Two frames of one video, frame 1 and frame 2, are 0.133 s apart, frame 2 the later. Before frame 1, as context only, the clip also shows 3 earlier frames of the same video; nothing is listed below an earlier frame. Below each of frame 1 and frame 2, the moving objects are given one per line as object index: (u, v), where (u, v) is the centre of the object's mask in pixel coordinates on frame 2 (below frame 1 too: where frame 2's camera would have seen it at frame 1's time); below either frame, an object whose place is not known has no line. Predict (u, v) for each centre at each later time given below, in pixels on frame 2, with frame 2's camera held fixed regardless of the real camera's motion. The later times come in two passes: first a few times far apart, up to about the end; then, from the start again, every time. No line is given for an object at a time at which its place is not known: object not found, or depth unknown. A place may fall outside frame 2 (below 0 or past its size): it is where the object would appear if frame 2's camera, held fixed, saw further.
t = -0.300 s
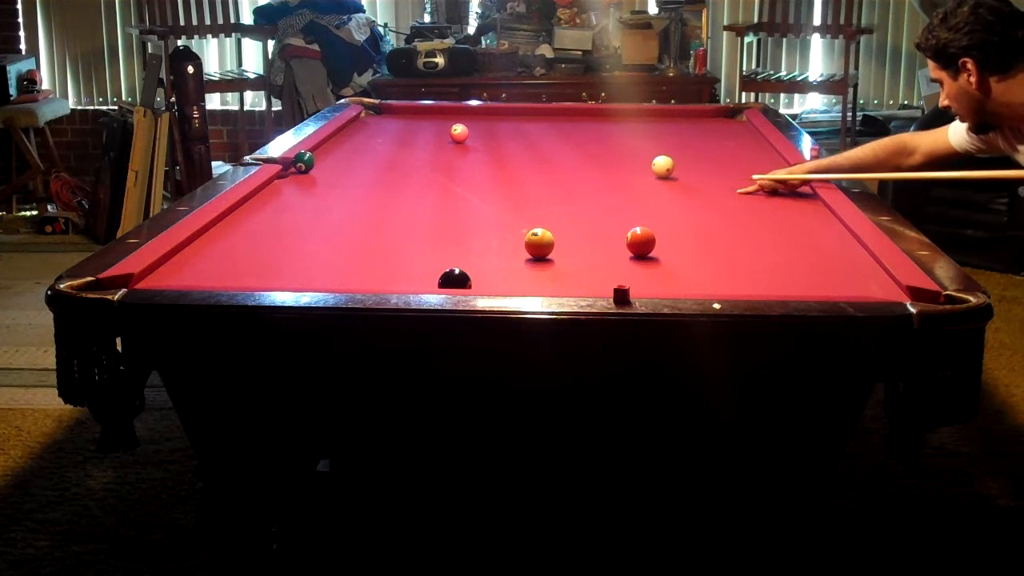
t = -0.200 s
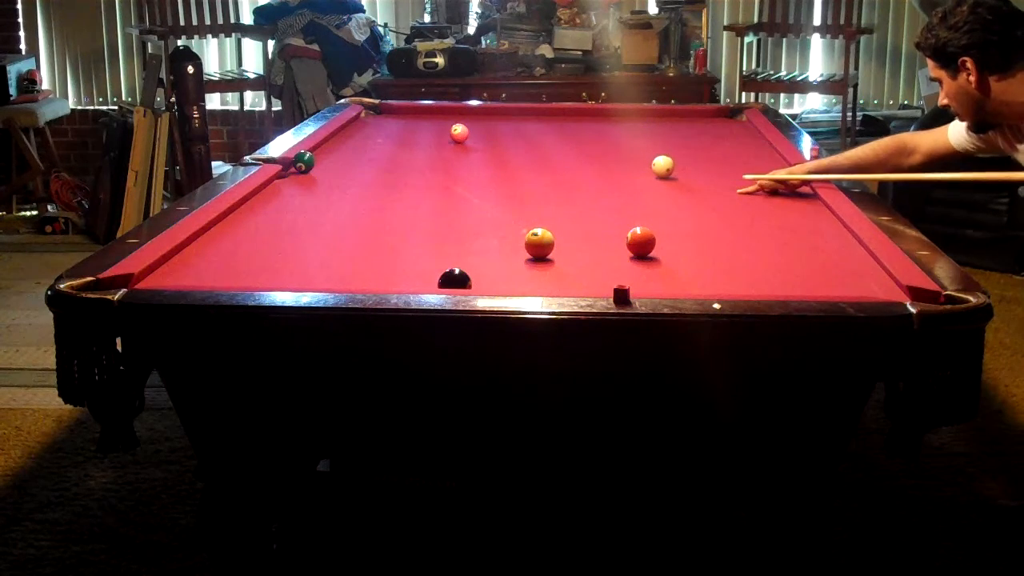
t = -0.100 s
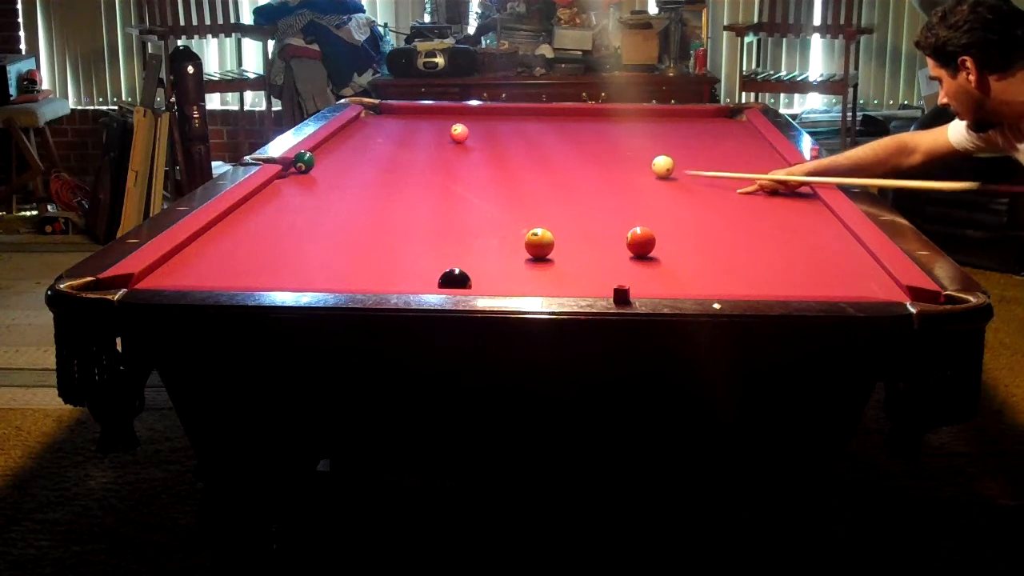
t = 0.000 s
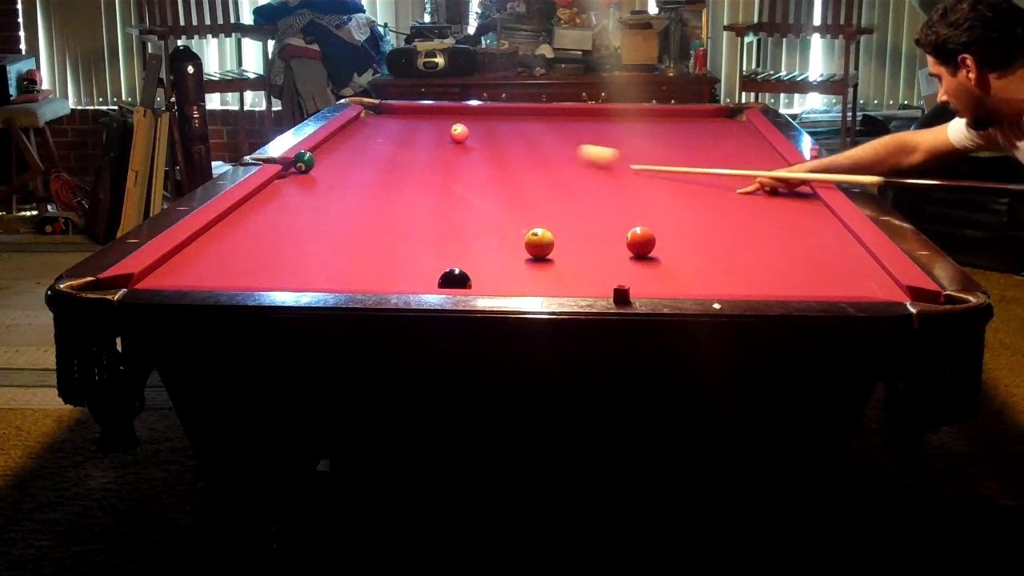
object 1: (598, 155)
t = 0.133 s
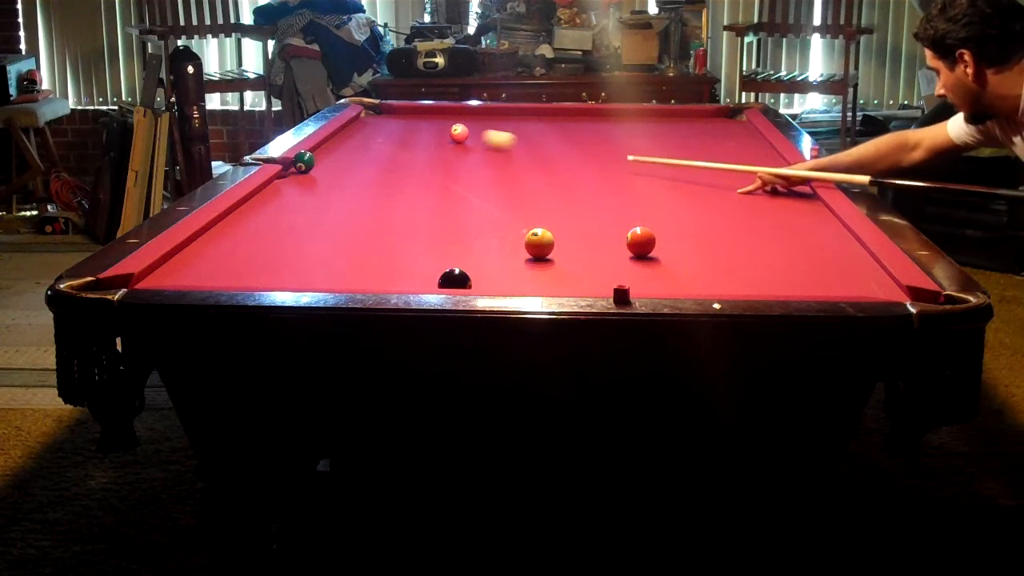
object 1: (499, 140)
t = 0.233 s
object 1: (459, 136)
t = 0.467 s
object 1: (431, 138)
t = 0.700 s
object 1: (404, 141)
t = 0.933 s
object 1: (378, 144)
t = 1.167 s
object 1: (352, 146)
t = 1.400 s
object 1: (328, 149)
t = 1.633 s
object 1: (323, 152)
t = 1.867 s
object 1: (331, 155)
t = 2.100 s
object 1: (338, 158)
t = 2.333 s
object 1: (346, 160)
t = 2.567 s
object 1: (352, 163)
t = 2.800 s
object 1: (358, 165)
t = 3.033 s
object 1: (365, 167)
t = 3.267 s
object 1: (370, 169)
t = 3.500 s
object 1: (375, 171)
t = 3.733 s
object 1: (379, 172)
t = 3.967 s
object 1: (383, 173)
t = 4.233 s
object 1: (387, 174)
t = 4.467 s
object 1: (389, 175)
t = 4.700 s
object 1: (391, 175)
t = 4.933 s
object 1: (391, 175)
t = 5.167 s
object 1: (390, 175)
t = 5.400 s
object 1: (390, 175)
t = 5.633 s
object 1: (390, 174)
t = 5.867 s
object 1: (390, 175)
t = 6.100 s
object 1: (390, 175)
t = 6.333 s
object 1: (390, 175)
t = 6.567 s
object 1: (390, 175)
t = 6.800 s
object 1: (390, 175)
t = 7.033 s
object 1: (390, 175)
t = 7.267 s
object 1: (390, 175)
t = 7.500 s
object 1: (390, 175)
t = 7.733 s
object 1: (390, 175)
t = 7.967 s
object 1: (390, 175)
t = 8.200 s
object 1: (390, 175)
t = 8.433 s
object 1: (390, 175)
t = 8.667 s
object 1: (390, 175)
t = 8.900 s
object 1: (390, 175)
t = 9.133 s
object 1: (390, 175)
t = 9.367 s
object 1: (390, 175)
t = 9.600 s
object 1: (390, 175)
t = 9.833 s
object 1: (390, 175)
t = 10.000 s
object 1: (390, 175)
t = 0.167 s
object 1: (479, 136)
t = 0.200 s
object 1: (464, 135)
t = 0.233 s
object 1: (459, 136)
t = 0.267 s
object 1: (455, 136)
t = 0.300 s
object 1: (451, 137)
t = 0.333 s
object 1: (447, 137)
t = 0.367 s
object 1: (443, 137)
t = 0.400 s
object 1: (439, 138)
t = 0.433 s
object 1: (435, 138)
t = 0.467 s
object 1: (431, 138)
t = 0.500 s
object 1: (427, 139)
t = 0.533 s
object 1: (423, 139)
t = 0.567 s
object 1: (419, 140)
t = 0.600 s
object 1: (416, 140)
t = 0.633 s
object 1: (412, 140)
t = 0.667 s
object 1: (407, 141)
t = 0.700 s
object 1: (404, 141)
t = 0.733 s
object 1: (400, 141)
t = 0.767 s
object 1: (396, 142)
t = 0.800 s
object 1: (393, 142)
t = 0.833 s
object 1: (389, 143)
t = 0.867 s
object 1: (385, 143)
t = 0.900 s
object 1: (381, 143)
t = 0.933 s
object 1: (378, 144)
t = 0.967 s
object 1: (374, 144)
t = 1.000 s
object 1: (370, 145)
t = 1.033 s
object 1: (367, 145)
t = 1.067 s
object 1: (363, 145)
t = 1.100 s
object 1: (359, 146)
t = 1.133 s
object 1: (356, 146)
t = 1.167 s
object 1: (352, 146)
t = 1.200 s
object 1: (349, 147)
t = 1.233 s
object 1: (345, 147)
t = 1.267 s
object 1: (342, 148)
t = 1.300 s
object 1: (338, 148)
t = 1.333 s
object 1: (335, 148)
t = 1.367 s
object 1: (331, 149)
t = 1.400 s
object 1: (328, 149)
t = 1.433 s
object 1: (324, 149)
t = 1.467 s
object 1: (321, 150)
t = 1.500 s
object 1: (320, 150)
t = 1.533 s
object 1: (321, 150)
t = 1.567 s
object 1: (321, 151)
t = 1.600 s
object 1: (322, 152)
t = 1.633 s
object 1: (323, 152)
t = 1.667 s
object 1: (325, 153)
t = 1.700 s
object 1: (325, 153)
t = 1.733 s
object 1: (326, 153)
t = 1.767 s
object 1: (328, 154)
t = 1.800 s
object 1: (329, 154)
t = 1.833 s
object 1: (330, 154)
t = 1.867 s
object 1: (331, 155)
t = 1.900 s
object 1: (332, 155)
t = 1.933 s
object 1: (333, 156)
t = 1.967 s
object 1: (335, 156)
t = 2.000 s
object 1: (335, 157)
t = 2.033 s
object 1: (336, 157)
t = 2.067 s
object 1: (337, 158)
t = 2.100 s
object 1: (338, 158)
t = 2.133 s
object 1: (339, 158)
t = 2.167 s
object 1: (340, 159)
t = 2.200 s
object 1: (341, 159)
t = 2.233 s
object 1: (342, 159)
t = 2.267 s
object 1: (344, 160)
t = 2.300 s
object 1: (345, 160)
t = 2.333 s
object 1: (346, 160)
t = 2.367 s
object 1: (346, 161)
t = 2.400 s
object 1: (347, 161)
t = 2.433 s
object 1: (348, 162)
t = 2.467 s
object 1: (350, 162)
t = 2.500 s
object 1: (350, 162)
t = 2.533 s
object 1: (351, 163)
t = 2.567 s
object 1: (352, 163)
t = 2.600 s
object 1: (353, 163)
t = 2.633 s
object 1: (354, 164)
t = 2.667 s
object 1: (355, 164)
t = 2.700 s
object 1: (356, 164)
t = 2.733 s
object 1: (357, 165)
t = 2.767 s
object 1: (358, 165)
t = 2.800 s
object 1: (358, 165)
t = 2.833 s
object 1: (359, 166)
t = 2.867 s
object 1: (360, 166)
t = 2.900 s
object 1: (361, 166)
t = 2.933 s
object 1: (362, 166)
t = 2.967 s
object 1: (363, 167)
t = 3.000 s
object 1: (364, 167)
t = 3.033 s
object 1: (365, 167)
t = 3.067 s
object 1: (366, 168)
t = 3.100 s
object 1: (366, 168)
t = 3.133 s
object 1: (367, 168)
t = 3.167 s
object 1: (368, 168)
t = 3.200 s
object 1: (369, 169)
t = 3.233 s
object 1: (370, 169)
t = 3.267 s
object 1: (370, 169)
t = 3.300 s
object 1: (371, 169)
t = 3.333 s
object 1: (372, 170)
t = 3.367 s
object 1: (373, 170)
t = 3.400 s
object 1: (373, 170)
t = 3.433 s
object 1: (374, 170)
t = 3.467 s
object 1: (374, 170)
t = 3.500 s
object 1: (375, 171)
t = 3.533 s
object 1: (376, 171)
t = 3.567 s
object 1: (376, 171)
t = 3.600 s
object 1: (377, 171)
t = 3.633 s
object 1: (378, 172)
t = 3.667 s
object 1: (379, 172)
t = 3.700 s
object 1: (379, 172)
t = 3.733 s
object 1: (379, 172)
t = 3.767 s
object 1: (380, 172)
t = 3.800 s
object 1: (381, 172)
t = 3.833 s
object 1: (381, 173)
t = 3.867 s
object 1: (382, 173)
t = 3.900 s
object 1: (382, 173)
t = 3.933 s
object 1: (383, 173)
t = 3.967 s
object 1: (383, 173)
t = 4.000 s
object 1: (384, 173)
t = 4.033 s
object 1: (384, 173)
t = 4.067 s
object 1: (385, 173)
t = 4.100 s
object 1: (385, 174)
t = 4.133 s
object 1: (386, 174)
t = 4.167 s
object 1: (386, 174)
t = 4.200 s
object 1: (387, 174)
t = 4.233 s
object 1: (387, 174)
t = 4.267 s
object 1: (387, 174)
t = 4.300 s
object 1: (388, 174)
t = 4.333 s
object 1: (388, 174)
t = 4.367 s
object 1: (389, 174)
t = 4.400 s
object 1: (389, 174)
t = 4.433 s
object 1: (389, 174)
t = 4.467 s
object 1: (389, 175)
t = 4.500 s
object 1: (390, 175)
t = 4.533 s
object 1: (390, 175)
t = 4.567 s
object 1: (390, 175)
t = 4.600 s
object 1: (390, 175)
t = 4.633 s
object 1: (390, 175)
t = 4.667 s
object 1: (390, 175)
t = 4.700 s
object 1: (391, 175)
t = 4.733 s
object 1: (391, 175)
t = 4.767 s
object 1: (391, 175)
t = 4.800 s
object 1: (391, 175)
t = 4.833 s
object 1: (391, 175)
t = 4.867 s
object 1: (391, 175)
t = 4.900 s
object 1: (391, 175)
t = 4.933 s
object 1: (391, 175)
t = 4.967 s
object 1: (390, 175)
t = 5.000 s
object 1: (390, 175)
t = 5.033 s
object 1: (390, 175)
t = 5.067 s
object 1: (390, 175)
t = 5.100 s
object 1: (390, 175)
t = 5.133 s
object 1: (390, 175)
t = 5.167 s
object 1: (390, 175)
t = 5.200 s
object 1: (390, 175)
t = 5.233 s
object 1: (390, 175)
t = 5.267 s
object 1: (390, 175)
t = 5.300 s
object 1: (390, 175)
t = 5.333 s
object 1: (390, 175)
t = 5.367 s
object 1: (390, 175)
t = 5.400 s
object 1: (390, 175)
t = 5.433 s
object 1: (390, 175)
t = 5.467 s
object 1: (390, 175)
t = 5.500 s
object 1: (390, 175)
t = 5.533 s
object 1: (390, 175)
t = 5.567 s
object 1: (390, 175)
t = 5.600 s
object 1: (390, 175)
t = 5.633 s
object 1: (390, 174)
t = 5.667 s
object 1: (390, 174)
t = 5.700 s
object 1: (390, 174)
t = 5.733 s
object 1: (390, 175)
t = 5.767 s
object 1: (390, 175)
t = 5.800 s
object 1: (390, 175)
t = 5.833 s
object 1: (390, 174)
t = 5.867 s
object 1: (390, 175)
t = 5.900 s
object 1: (390, 175)
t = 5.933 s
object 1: (390, 175)
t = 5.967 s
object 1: (390, 175)
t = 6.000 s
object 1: (390, 175)
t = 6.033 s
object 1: (390, 175)
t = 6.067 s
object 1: (390, 175)
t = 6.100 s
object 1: (390, 175)
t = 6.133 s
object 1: (390, 175)
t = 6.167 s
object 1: (390, 175)
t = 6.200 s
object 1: (390, 175)
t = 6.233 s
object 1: (390, 175)
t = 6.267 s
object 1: (390, 175)
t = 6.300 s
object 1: (390, 175)
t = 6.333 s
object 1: (390, 175)
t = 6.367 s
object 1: (390, 175)
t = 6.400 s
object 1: (390, 175)
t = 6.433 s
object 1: (390, 175)
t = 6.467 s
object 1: (390, 175)
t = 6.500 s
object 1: (390, 175)
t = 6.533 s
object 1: (390, 175)
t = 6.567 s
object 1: (390, 175)
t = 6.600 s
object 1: (390, 175)
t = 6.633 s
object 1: (390, 175)
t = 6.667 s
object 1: (390, 175)
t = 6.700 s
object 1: (390, 175)
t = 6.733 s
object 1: (390, 175)
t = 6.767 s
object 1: (390, 175)
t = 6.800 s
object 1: (390, 175)
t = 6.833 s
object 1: (390, 175)
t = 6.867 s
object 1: (390, 175)
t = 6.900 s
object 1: (390, 175)
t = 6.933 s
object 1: (390, 175)
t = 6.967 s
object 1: (390, 175)
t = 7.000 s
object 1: (390, 175)
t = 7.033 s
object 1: (390, 175)
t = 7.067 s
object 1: (390, 175)
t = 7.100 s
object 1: (390, 175)
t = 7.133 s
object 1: (390, 175)
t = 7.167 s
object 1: (390, 175)
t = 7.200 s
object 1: (390, 175)
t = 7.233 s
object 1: (390, 175)
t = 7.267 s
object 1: (390, 175)
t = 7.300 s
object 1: (390, 175)
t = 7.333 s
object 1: (390, 175)
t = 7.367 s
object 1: (390, 175)
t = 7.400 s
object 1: (390, 175)
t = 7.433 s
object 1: (390, 175)
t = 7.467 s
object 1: (390, 175)
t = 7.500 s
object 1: (390, 175)
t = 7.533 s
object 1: (390, 175)
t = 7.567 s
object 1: (390, 175)
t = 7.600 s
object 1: (390, 175)
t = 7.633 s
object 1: (390, 175)
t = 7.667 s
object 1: (390, 175)
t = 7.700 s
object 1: (390, 175)
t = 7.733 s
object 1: (390, 175)
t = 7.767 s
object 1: (390, 175)
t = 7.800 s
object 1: (390, 175)
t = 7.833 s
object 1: (390, 175)
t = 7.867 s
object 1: (390, 175)
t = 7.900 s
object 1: (390, 175)
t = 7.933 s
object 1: (390, 175)
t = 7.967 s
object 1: (390, 175)
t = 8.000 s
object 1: (390, 175)
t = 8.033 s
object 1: (390, 175)
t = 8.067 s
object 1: (390, 175)
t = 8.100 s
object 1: (390, 175)
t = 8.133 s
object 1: (390, 175)
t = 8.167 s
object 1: (390, 175)
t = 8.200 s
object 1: (390, 175)
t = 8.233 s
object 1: (390, 175)
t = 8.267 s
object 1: (390, 175)
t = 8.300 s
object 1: (390, 175)
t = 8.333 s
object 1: (390, 175)
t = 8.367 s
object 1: (390, 175)
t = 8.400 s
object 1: (390, 175)
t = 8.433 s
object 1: (390, 175)
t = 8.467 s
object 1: (390, 175)
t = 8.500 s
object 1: (390, 175)
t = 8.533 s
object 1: (390, 175)
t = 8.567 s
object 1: (390, 175)
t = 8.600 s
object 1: (390, 175)
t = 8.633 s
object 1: (390, 175)
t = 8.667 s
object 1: (390, 175)
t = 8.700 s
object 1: (390, 175)
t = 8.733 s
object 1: (390, 175)
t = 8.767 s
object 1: (390, 175)
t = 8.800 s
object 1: (390, 175)
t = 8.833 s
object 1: (390, 175)
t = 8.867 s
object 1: (390, 175)
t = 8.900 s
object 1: (390, 175)
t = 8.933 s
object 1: (390, 175)
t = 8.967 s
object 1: (390, 175)
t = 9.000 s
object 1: (390, 175)
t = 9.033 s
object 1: (390, 175)
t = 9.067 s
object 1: (390, 175)
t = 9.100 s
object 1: (390, 175)
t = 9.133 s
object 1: (390, 175)
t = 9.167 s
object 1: (390, 175)
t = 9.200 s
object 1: (390, 175)
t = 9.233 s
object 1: (390, 175)
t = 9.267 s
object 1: (390, 175)
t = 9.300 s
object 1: (390, 175)
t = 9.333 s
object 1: (390, 175)
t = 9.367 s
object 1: (390, 175)
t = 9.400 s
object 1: (390, 175)
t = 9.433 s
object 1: (390, 175)
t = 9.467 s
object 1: (390, 175)
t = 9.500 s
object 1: (390, 175)
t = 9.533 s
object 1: (390, 175)
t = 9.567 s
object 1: (390, 175)
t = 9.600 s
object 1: (390, 175)
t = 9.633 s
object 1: (390, 175)
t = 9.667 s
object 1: (390, 175)
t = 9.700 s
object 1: (390, 175)
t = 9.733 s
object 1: (390, 175)
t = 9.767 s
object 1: (390, 175)
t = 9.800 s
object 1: (390, 175)
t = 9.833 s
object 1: (390, 175)
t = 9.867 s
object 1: (390, 175)
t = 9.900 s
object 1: (390, 175)
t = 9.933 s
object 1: (390, 175)
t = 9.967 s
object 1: (390, 175)
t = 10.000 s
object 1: (390, 175)
